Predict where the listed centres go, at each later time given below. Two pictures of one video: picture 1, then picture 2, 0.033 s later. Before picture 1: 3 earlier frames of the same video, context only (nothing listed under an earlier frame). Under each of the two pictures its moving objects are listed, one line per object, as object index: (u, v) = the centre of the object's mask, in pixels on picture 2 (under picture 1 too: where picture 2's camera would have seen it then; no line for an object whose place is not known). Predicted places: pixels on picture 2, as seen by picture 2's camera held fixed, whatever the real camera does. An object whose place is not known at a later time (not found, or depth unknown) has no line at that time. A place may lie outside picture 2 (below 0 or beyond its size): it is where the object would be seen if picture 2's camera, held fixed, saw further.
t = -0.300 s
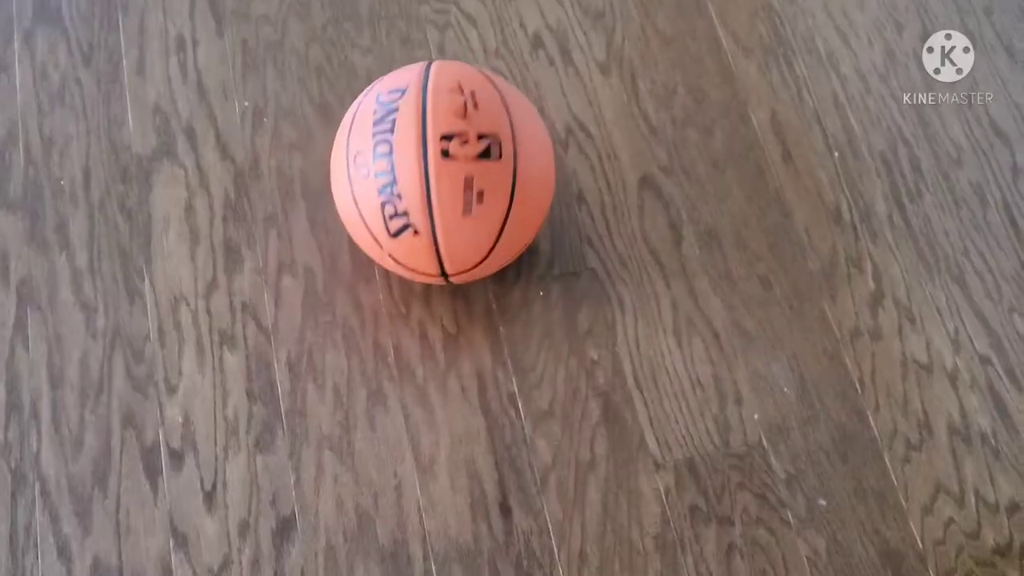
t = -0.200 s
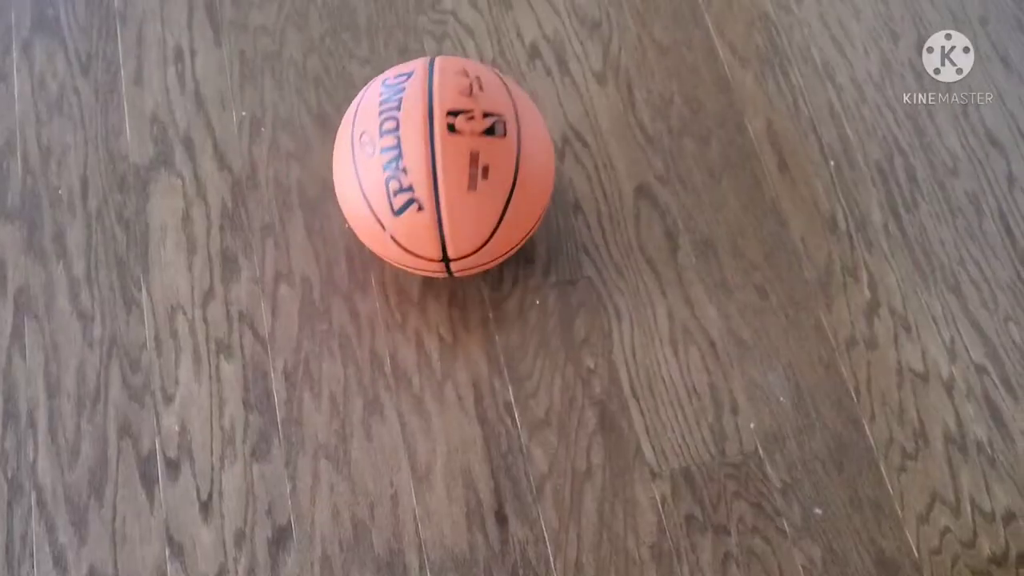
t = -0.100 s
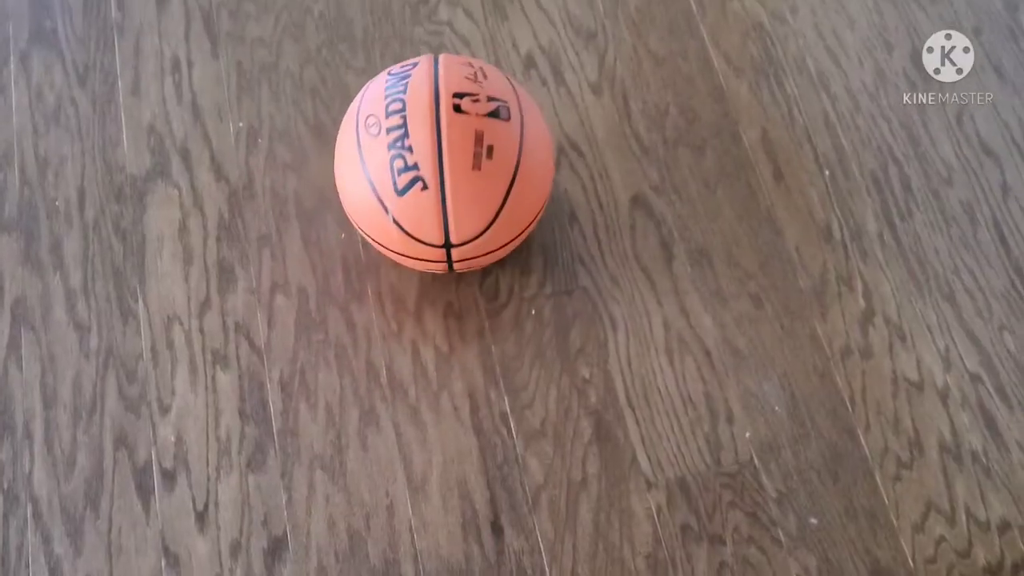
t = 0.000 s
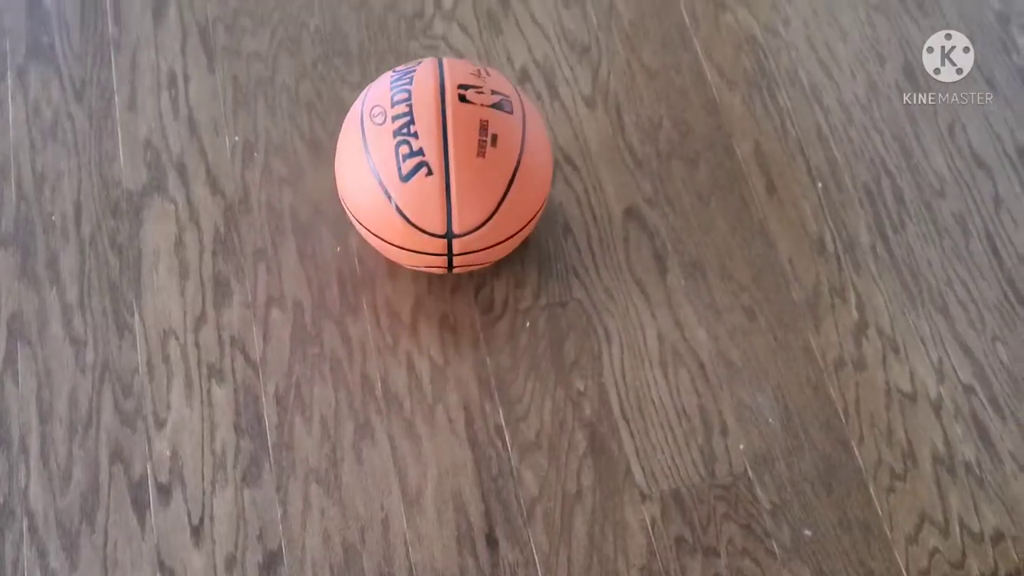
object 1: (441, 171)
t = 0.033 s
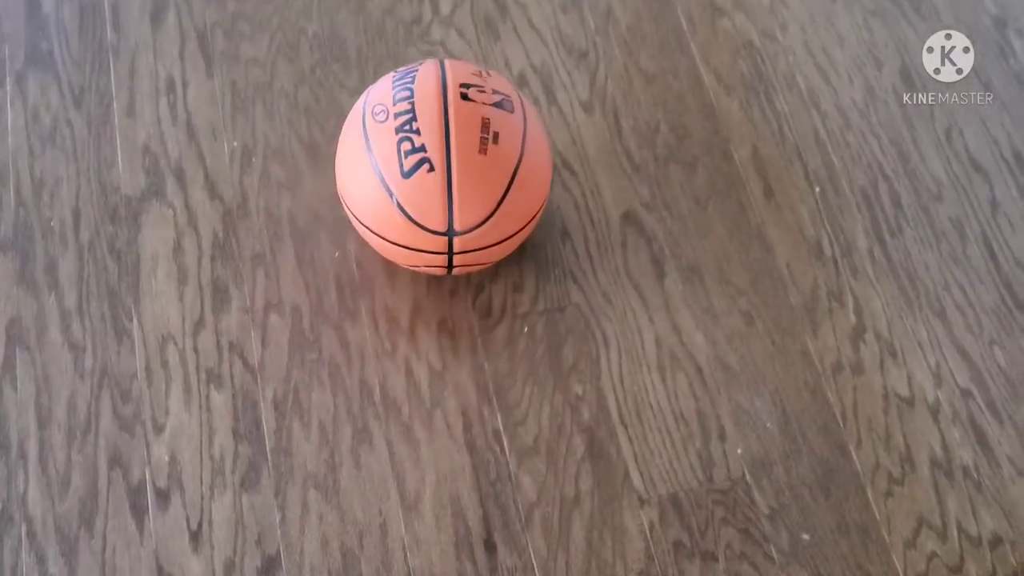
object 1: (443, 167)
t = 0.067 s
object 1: (445, 163)
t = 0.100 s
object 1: (447, 159)
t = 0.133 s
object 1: (449, 156)
